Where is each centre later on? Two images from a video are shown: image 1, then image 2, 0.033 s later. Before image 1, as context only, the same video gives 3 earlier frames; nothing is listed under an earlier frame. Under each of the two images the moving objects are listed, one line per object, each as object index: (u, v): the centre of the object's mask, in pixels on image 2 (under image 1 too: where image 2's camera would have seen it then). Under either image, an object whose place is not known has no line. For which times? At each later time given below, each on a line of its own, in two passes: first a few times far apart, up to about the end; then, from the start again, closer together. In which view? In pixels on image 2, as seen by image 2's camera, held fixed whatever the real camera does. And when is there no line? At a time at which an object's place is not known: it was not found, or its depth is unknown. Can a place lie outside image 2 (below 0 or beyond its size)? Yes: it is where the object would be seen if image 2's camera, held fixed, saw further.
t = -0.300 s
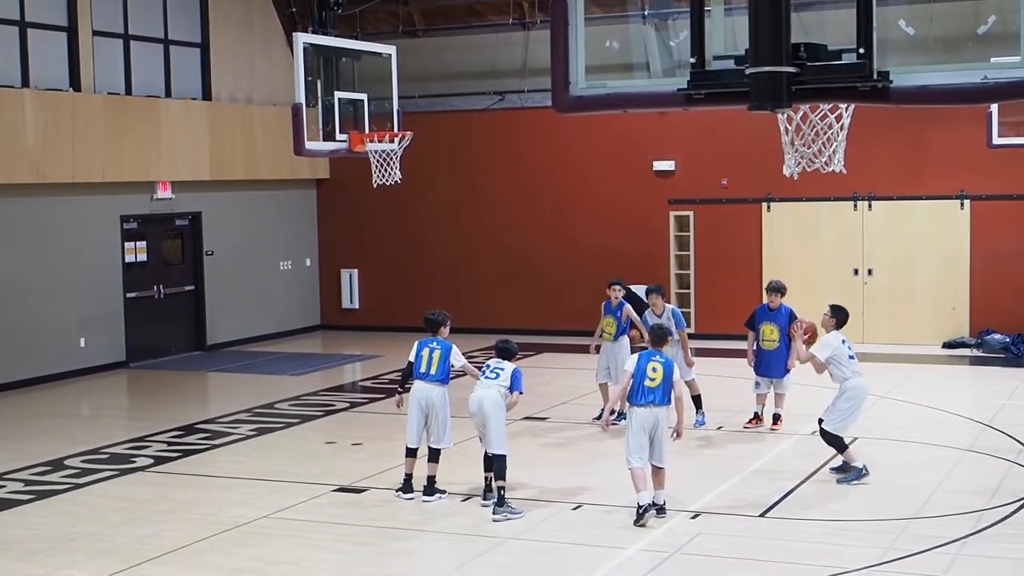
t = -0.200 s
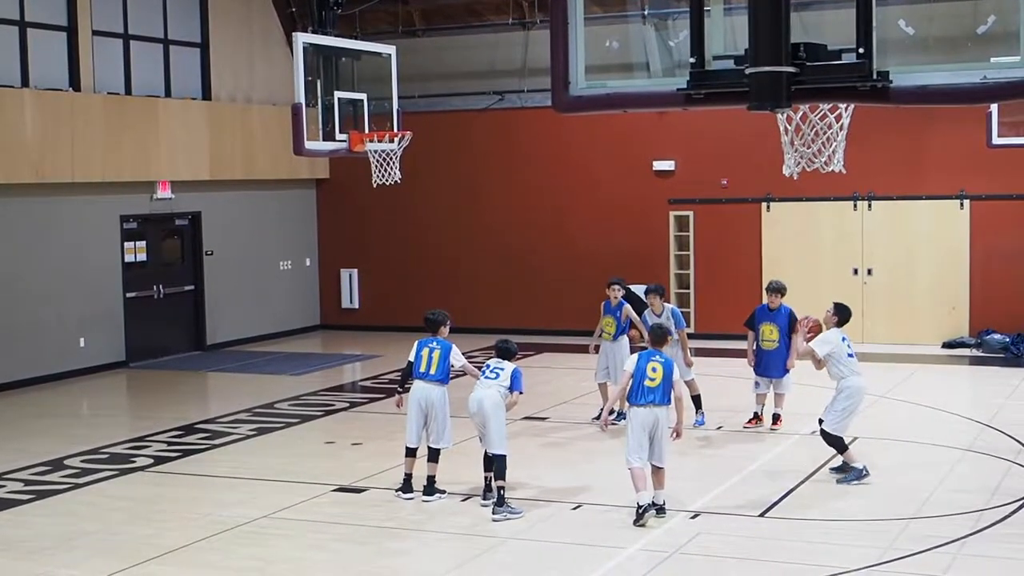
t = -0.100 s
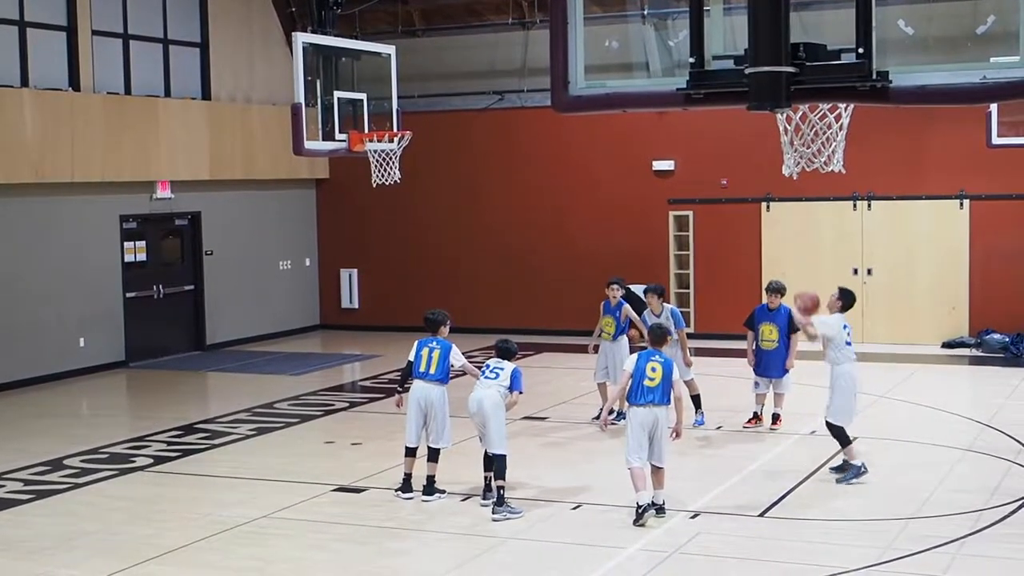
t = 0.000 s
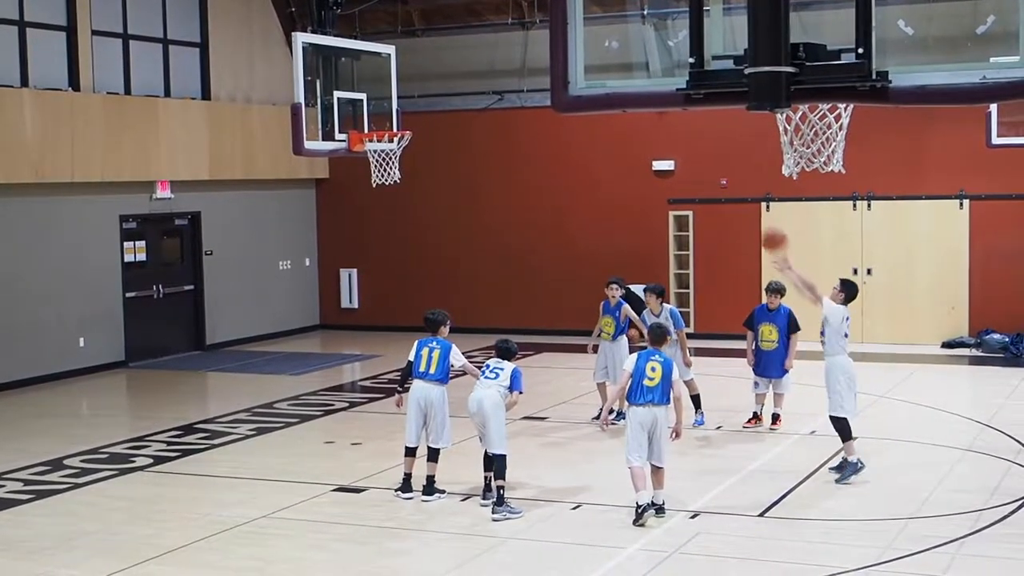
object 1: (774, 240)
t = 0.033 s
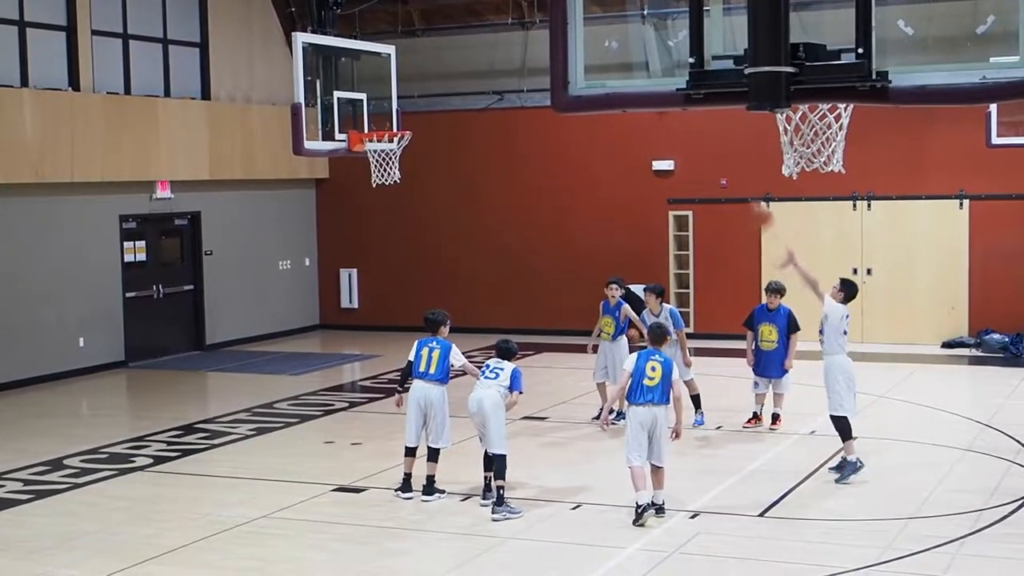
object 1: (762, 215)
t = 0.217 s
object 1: (683, 114)
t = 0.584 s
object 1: (537, 36)
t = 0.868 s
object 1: (440, 73)
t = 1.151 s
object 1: (365, 171)
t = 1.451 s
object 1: (350, 245)
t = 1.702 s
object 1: (339, 378)
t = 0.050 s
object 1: (751, 198)
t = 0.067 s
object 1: (746, 190)
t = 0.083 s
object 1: (739, 178)
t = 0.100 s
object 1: (731, 173)
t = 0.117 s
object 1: (724, 161)
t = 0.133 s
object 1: (718, 155)
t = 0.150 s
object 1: (712, 149)
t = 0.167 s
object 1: (705, 137)
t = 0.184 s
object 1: (697, 128)
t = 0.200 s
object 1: (692, 122)
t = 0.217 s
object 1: (683, 114)
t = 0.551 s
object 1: (544, 37)
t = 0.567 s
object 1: (540, 36)
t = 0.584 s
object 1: (537, 36)
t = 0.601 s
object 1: (531, 36)
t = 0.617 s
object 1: (525, 37)
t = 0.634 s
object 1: (519, 37)
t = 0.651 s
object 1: (513, 37)
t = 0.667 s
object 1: (507, 38)
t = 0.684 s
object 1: (501, 39)
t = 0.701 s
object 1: (495, 41)
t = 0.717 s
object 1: (489, 43)
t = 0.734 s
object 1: (484, 45)
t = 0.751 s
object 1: (478, 49)
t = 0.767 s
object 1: (473, 51)
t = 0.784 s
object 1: (466, 54)
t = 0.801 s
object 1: (461, 57)
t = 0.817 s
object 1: (456, 61)
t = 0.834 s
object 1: (451, 66)
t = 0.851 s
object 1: (445, 69)
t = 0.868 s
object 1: (440, 73)
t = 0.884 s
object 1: (434, 77)
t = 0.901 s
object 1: (428, 84)
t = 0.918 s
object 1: (423, 88)
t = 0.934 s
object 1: (418, 93)
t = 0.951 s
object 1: (412, 100)
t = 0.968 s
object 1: (407, 106)
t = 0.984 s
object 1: (402, 112)
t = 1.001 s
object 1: (396, 118)
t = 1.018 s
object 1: (390, 123)
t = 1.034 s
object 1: (385, 126)
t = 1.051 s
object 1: (381, 127)
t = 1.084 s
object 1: (369, 149)
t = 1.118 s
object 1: (364, 162)
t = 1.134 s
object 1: (364, 162)
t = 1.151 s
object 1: (365, 171)
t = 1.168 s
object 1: (363, 170)
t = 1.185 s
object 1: (361, 169)
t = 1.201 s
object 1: (361, 172)
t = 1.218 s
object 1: (360, 175)
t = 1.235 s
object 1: (360, 179)
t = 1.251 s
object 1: (359, 182)
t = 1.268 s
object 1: (359, 186)
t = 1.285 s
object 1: (359, 190)
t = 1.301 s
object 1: (358, 195)
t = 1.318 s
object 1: (357, 200)
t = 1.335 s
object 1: (356, 205)
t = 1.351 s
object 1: (354, 210)
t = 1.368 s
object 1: (354, 216)
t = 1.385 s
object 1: (353, 221)
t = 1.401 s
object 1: (352, 227)
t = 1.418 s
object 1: (351, 233)
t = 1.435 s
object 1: (350, 239)
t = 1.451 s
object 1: (350, 245)
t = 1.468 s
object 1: (349, 253)
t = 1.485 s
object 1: (348, 259)
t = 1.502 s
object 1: (348, 266)
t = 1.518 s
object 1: (347, 274)
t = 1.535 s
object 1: (345, 283)
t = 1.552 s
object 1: (345, 292)
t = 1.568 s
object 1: (344, 302)
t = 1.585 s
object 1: (344, 311)
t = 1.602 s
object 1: (344, 318)
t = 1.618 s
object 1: (343, 327)
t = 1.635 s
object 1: (343, 334)
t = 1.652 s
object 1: (341, 346)
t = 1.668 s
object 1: (341, 354)
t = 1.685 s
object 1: (340, 366)
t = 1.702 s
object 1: (339, 378)
